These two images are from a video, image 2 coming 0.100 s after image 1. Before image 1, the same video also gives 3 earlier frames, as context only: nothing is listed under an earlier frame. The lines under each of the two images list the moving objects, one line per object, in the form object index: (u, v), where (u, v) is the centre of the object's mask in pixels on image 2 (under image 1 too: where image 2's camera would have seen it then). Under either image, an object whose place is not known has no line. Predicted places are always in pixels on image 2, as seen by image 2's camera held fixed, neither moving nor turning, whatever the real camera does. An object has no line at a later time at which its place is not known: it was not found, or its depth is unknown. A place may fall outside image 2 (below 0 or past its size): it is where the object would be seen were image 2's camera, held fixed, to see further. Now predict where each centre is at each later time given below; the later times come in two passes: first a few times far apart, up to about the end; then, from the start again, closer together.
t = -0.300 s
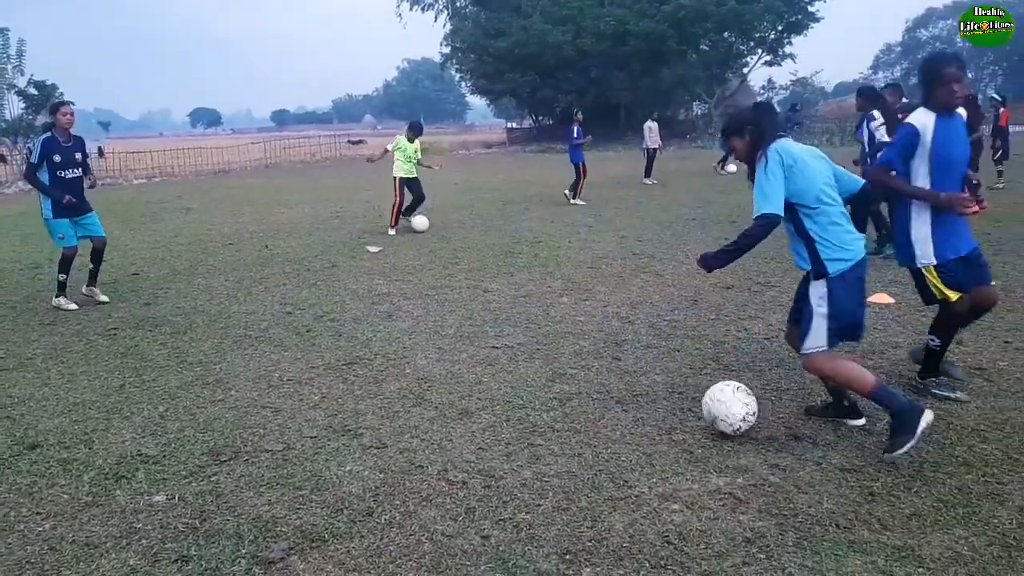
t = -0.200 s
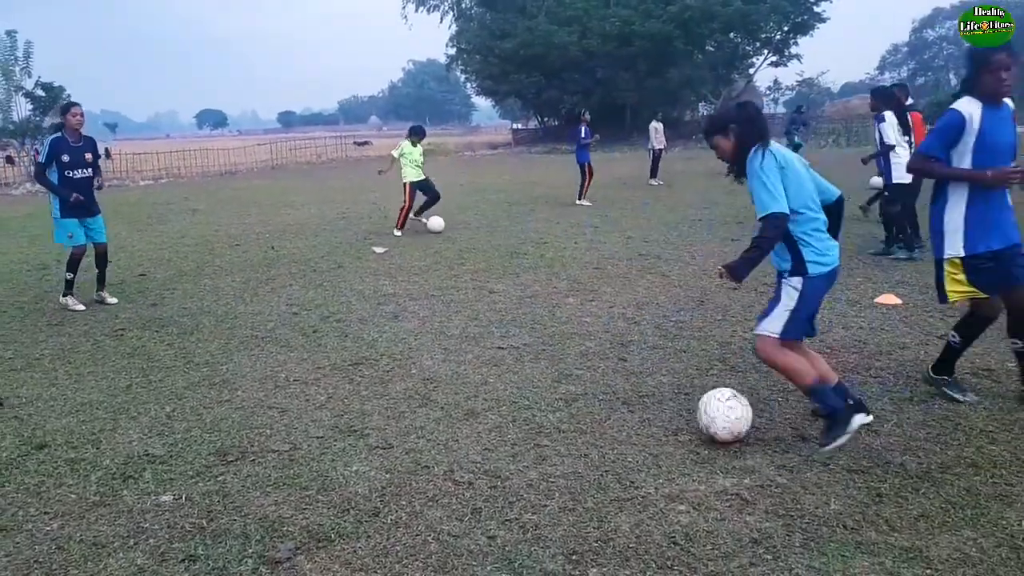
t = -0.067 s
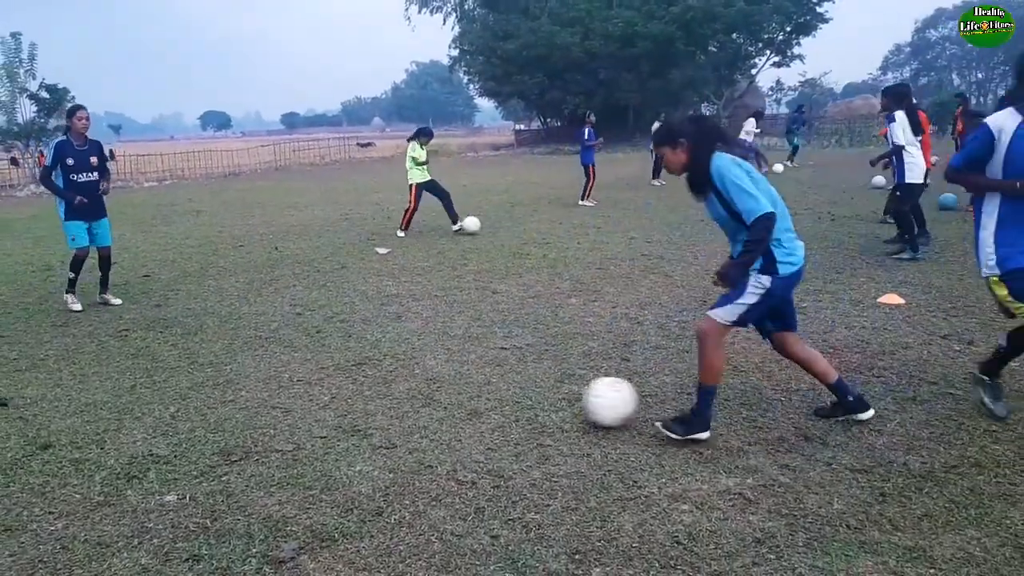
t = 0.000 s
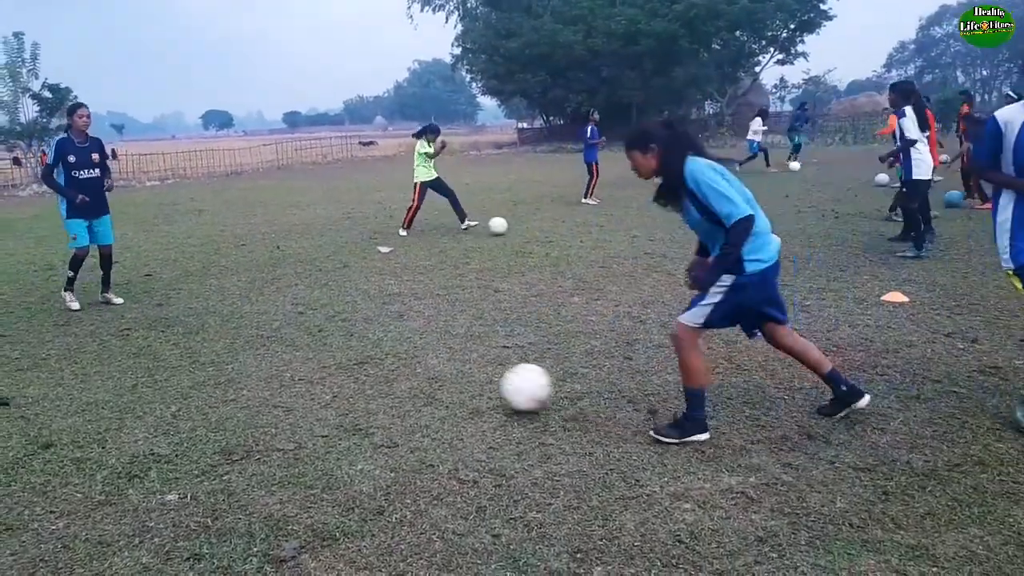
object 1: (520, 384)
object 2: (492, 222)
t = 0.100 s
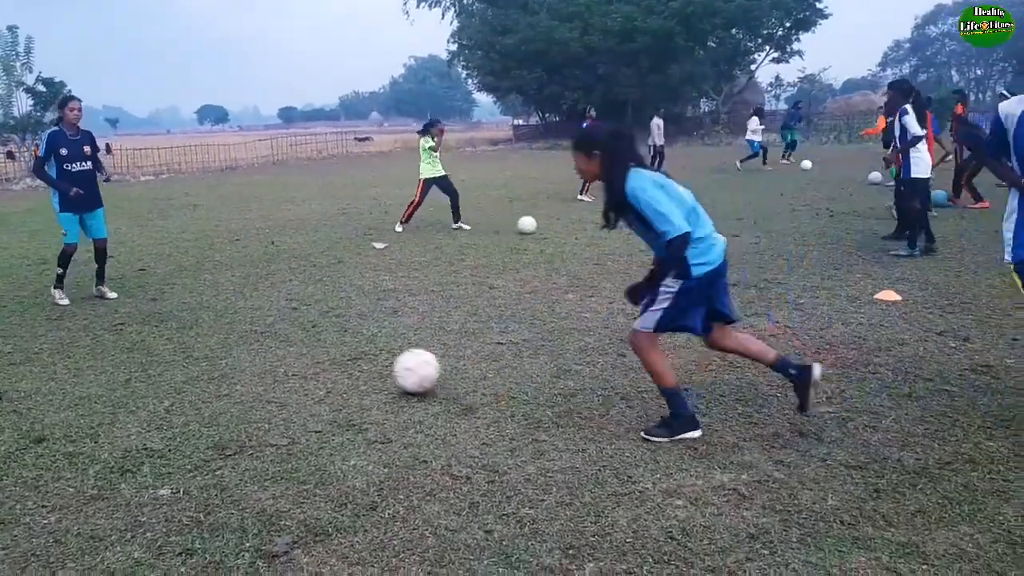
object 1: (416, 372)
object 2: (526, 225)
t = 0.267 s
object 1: (292, 346)
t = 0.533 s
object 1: (158, 340)
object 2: (647, 229)
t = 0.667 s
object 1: (106, 327)
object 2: (687, 231)
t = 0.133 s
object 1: (391, 361)
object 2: (537, 225)
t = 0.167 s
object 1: (365, 355)
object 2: (547, 225)
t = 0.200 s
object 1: (340, 349)
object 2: (553, 225)
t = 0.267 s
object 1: (292, 346)
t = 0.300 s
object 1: (270, 349)
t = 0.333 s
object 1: (249, 353)
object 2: (596, 226)
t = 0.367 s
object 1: (233, 349)
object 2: (602, 228)
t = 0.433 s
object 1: (201, 339)
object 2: (620, 226)
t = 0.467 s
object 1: (186, 337)
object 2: (628, 226)
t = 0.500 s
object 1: (172, 338)
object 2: (638, 228)
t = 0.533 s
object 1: (158, 340)
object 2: (647, 229)
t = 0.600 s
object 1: (131, 330)
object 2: (667, 230)
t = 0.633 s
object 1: (118, 327)
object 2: (676, 231)
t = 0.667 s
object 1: (106, 327)
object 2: (687, 231)
